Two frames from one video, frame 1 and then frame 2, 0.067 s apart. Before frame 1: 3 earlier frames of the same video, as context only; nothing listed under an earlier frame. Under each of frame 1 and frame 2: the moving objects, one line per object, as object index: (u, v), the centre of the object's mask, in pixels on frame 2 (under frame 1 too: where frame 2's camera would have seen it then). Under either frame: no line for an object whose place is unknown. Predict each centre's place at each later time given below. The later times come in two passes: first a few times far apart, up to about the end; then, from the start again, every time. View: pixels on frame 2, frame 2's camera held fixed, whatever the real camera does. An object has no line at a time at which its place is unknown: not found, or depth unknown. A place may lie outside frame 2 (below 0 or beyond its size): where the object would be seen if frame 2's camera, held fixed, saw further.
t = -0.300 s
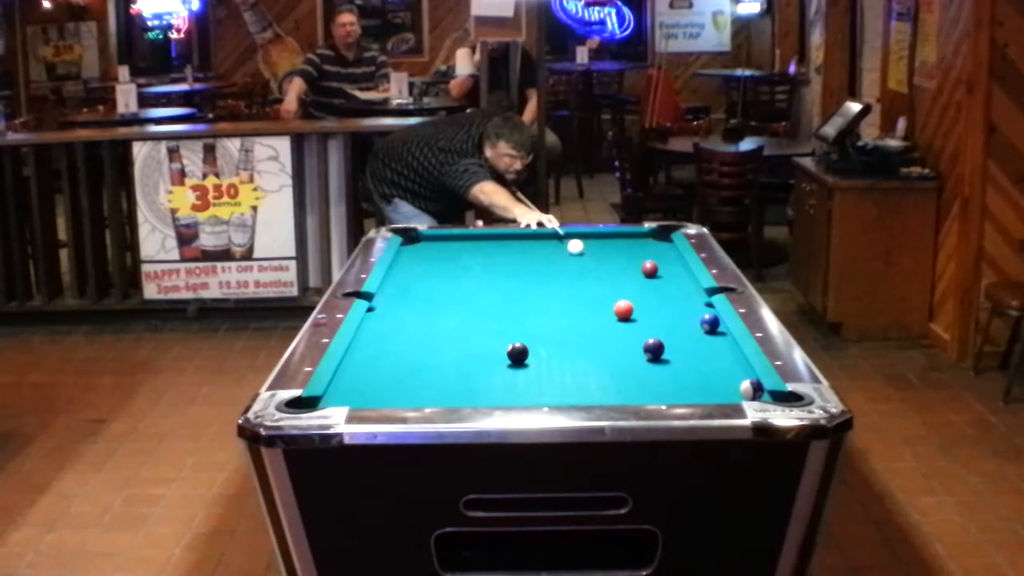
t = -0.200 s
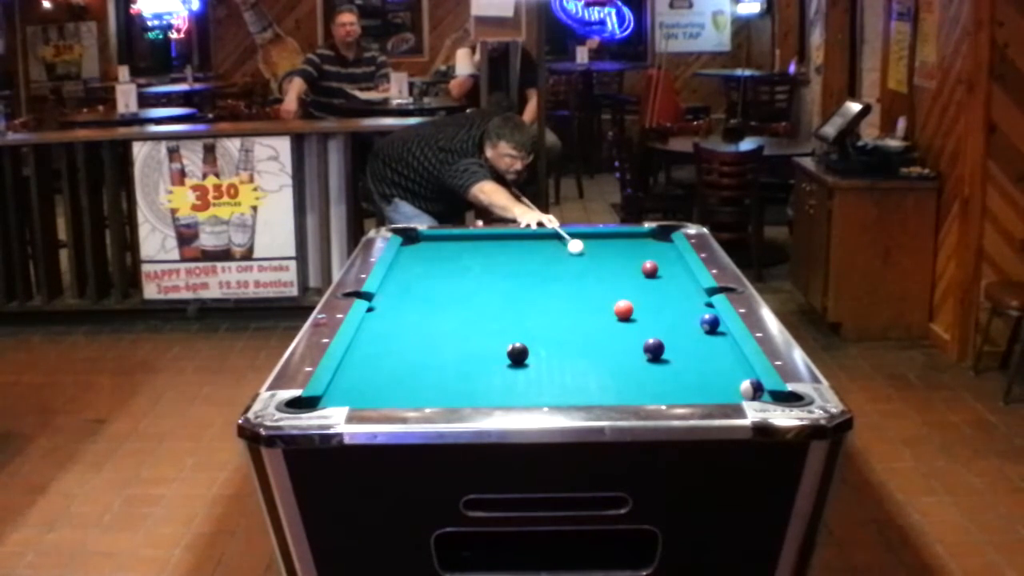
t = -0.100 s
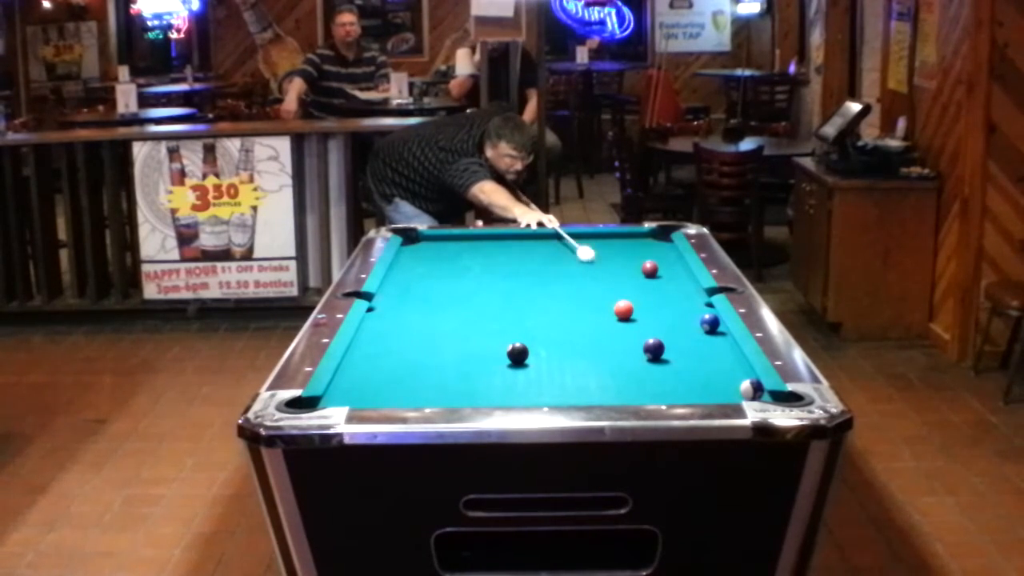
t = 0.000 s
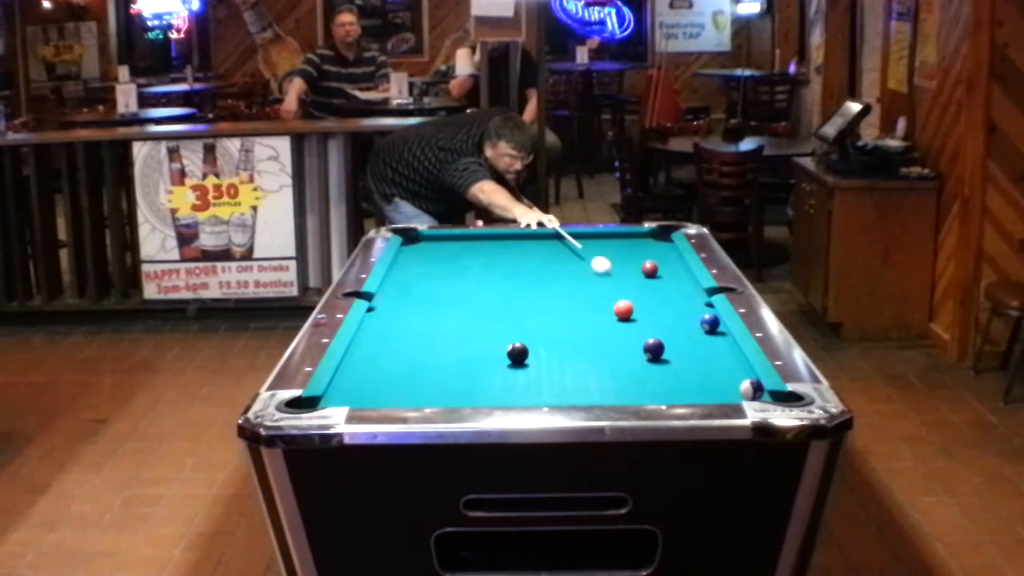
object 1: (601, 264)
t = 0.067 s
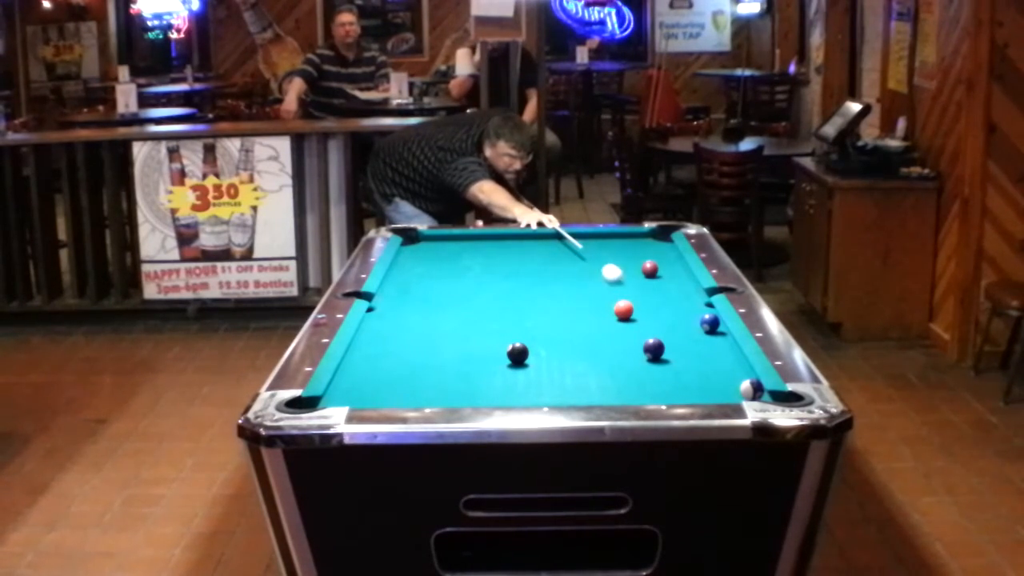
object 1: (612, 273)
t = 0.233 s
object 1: (642, 295)
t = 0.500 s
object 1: (702, 340)
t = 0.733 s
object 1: (736, 381)
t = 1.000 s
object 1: (692, 393)
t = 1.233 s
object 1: (647, 394)
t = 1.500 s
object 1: (595, 389)
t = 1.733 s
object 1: (554, 383)
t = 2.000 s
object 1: (511, 377)
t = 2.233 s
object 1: (477, 372)
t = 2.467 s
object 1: (446, 368)
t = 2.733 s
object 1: (414, 363)
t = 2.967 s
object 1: (389, 360)
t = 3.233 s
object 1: (364, 355)
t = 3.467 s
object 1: (360, 353)
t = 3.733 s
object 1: (373, 350)
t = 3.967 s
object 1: (380, 349)
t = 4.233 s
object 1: (387, 348)
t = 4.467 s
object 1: (391, 347)
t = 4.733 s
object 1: (394, 346)
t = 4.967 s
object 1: (394, 346)
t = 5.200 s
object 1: (394, 347)
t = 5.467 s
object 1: (394, 346)
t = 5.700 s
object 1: (394, 346)
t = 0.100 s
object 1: (617, 277)
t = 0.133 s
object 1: (623, 281)
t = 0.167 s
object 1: (629, 285)
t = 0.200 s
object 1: (635, 290)
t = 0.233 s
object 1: (642, 295)
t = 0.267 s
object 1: (649, 300)
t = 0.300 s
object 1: (656, 305)
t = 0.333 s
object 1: (663, 311)
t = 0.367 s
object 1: (670, 316)
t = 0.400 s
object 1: (678, 322)
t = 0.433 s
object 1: (686, 327)
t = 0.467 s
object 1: (693, 333)
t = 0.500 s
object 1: (702, 340)
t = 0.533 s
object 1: (711, 347)
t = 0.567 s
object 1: (719, 353)
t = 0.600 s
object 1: (729, 359)
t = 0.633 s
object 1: (738, 367)
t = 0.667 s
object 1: (742, 372)
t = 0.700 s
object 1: (741, 377)
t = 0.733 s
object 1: (736, 381)
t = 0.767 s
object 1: (730, 382)
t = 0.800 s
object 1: (724, 384)
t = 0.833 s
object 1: (718, 385)
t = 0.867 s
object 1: (713, 387)
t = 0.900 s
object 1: (708, 389)
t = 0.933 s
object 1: (702, 390)
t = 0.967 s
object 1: (697, 392)
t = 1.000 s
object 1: (692, 393)
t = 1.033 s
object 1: (686, 394)
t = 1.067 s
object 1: (681, 396)
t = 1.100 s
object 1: (674, 396)
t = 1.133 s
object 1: (667, 395)
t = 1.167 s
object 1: (660, 395)
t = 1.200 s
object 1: (654, 395)
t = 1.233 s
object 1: (647, 394)
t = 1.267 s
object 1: (640, 393)
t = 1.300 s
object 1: (634, 392)
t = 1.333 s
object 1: (627, 392)
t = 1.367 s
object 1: (620, 392)
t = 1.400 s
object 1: (614, 391)
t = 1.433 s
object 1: (608, 390)
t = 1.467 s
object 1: (602, 389)
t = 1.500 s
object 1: (595, 389)
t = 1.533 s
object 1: (589, 388)
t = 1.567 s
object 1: (583, 388)
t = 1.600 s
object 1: (577, 387)
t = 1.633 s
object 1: (571, 386)
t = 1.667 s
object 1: (566, 385)
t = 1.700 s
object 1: (560, 384)
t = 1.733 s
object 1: (554, 383)
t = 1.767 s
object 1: (549, 383)
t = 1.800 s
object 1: (543, 382)
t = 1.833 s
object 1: (538, 381)
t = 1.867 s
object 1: (532, 380)
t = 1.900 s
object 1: (527, 379)
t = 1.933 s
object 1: (522, 379)
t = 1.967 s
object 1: (516, 378)
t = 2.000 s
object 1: (511, 377)
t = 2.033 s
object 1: (506, 377)
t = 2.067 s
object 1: (501, 376)
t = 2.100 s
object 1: (496, 375)
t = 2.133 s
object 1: (491, 375)
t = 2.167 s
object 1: (486, 374)
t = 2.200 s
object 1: (482, 373)
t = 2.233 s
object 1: (477, 372)
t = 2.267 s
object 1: (473, 372)
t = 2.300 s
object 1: (468, 371)
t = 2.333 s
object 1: (464, 370)
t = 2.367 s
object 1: (459, 370)
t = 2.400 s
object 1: (455, 369)
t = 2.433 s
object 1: (451, 369)
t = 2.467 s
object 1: (446, 368)
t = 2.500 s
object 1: (442, 367)
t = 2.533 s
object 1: (438, 367)
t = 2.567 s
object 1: (434, 366)
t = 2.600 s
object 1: (430, 366)
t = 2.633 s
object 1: (426, 365)
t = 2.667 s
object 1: (422, 364)
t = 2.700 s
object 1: (418, 364)
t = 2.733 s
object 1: (414, 363)
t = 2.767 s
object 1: (410, 363)
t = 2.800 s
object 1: (407, 362)
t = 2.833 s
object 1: (403, 362)
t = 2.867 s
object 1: (400, 361)
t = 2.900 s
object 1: (396, 361)
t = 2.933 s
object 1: (393, 360)
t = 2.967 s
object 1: (389, 360)
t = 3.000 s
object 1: (386, 359)
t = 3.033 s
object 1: (383, 359)
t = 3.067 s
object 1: (379, 358)
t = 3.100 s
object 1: (376, 358)
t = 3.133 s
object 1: (373, 357)
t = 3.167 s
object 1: (370, 357)
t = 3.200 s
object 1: (367, 356)
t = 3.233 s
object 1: (364, 355)
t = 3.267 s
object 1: (361, 355)
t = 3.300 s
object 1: (358, 354)
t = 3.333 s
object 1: (356, 354)
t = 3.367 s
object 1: (356, 354)
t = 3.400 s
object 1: (357, 353)
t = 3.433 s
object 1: (359, 353)
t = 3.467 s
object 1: (360, 353)
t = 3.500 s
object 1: (362, 353)
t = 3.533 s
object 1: (363, 352)
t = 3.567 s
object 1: (365, 352)
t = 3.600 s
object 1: (367, 352)
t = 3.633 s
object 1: (368, 351)
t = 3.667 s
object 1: (370, 351)
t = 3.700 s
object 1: (371, 351)
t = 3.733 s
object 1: (373, 350)
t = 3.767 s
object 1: (373, 350)
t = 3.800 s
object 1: (375, 350)
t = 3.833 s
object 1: (376, 350)
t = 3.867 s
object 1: (377, 349)
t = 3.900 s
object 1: (378, 349)
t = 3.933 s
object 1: (379, 349)
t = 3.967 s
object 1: (380, 349)
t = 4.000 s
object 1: (381, 349)
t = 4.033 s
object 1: (382, 348)
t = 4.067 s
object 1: (383, 348)
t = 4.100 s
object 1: (384, 348)
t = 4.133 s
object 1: (385, 348)
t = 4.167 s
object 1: (385, 348)
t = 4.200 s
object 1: (386, 348)
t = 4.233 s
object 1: (387, 348)
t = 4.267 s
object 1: (388, 348)
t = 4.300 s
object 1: (388, 347)
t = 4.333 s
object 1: (389, 347)
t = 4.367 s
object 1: (390, 347)
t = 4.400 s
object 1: (390, 347)
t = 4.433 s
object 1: (391, 347)
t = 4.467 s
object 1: (391, 347)
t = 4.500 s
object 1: (392, 347)
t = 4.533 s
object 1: (392, 347)
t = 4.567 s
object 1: (392, 347)
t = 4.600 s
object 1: (392, 346)
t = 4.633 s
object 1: (393, 346)
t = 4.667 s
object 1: (393, 346)
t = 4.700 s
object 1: (393, 346)
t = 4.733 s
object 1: (394, 346)
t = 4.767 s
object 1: (394, 346)
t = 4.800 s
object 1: (394, 346)
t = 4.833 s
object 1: (394, 346)
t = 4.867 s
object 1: (394, 346)
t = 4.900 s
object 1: (394, 346)
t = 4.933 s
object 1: (394, 346)
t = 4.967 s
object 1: (394, 346)
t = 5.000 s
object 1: (394, 346)
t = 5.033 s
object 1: (394, 346)
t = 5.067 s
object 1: (394, 347)
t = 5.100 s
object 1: (394, 347)
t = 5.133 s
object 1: (394, 347)
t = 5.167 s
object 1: (394, 347)
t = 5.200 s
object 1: (394, 347)
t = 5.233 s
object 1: (394, 347)
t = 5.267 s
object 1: (394, 347)
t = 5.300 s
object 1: (394, 347)
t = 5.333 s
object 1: (394, 347)
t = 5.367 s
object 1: (394, 347)
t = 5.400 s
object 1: (394, 346)
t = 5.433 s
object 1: (394, 346)
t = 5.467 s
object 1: (394, 346)
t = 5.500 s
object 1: (394, 346)
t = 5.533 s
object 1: (394, 346)
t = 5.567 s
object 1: (394, 346)
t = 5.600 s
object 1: (394, 346)
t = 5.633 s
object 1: (394, 346)
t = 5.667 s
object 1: (394, 346)
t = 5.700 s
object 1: (394, 346)
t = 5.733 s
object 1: (394, 346)
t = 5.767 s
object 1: (394, 346)
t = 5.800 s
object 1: (394, 346)
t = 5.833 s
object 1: (394, 346)
